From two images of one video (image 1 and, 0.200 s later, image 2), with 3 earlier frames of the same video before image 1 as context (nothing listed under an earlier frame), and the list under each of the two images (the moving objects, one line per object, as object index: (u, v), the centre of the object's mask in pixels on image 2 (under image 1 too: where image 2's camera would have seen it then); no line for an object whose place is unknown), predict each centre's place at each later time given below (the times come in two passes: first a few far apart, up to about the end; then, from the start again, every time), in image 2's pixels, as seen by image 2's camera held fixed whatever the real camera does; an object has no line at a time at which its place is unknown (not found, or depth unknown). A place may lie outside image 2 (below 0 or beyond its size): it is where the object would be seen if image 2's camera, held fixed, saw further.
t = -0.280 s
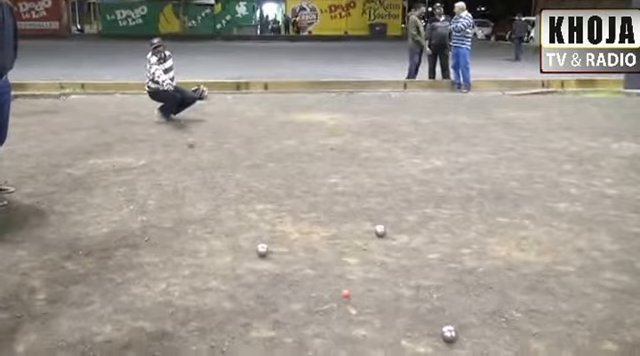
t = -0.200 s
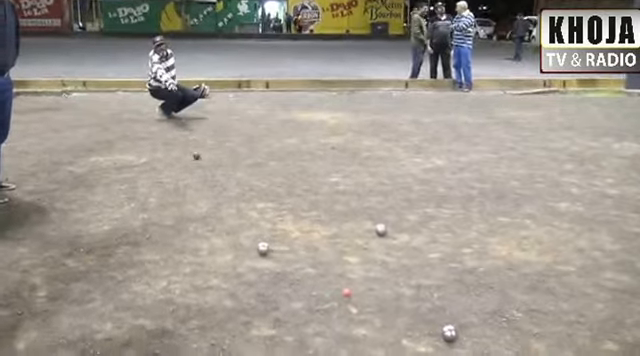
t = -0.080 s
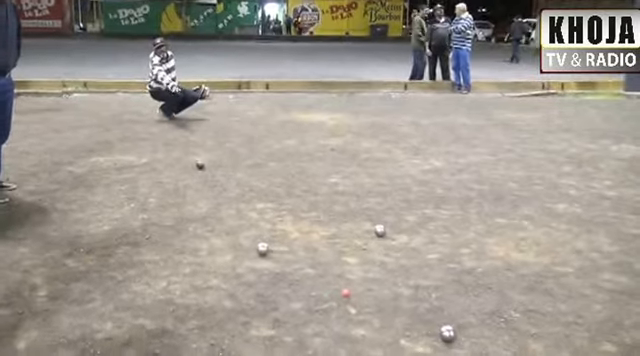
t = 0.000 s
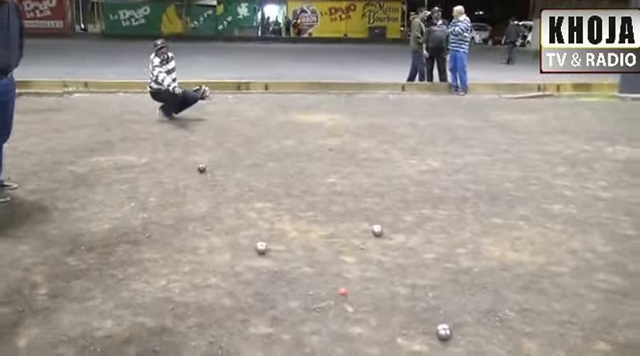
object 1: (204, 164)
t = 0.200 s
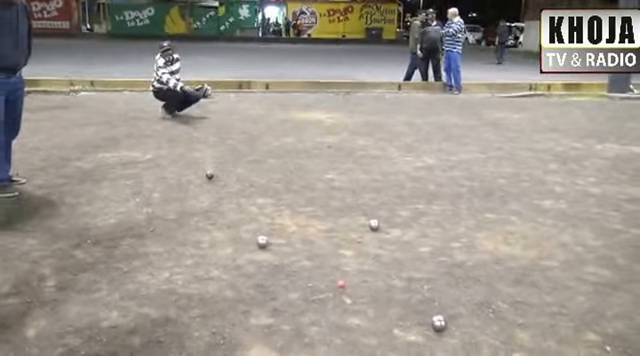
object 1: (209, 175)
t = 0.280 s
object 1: (211, 182)
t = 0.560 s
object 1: (216, 203)
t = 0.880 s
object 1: (224, 226)
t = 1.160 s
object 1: (233, 246)
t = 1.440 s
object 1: (243, 268)
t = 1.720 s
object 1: (253, 290)
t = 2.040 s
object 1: (260, 313)
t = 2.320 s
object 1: (266, 329)
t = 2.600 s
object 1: (272, 343)
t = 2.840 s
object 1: (272, 354)
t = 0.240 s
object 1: (210, 179)
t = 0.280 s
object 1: (211, 182)
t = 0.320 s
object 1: (212, 186)
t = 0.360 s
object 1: (213, 189)
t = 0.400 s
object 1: (213, 190)
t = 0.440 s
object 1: (214, 194)
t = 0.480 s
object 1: (214, 198)
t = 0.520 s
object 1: (215, 201)
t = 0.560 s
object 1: (216, 203)
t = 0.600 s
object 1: (216, 206)
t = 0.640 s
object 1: (218, 209)
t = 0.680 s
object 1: (219, 212)
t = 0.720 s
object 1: (220, 214)
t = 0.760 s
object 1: (221, 218)
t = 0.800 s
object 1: (222, 221)
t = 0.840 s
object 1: (223, 224)
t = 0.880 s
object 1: (224, 226)
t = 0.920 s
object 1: (226, 229)
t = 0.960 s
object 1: (227, 232)
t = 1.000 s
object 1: (228, 234)
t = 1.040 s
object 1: (230, 237)
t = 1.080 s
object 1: (231, 240)
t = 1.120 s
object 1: (232, 243)
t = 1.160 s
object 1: (233, 246)
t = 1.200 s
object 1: (235, 250)
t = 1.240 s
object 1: (235, 252)
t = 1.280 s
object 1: (237, 255)
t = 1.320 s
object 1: (238, 259)
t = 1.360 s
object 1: (240, 262)
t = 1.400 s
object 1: (241, 264)
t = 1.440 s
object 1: (243, 268)
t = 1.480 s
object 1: (245, 272)
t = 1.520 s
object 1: (247, 274)
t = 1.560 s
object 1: (248, 278)
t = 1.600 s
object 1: (250, 281)
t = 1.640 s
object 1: (251, 283)
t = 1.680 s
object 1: (252, 287)
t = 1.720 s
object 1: (253, 290)
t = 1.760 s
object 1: (254, 293)
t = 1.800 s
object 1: (255, 295)
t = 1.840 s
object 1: (256, 299)
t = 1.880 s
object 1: (257, 301)
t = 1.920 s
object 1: (257, 305)
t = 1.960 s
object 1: (258, 308)
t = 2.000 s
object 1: (259, 310)
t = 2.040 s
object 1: (260, 313)
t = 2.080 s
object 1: (261, 317)
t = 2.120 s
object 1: (262, 318)
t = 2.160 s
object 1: (262, 320)
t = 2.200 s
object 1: (263, 323)
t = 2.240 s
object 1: (264, 325)
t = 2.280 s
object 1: (265, 328)
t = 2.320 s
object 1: (266, 329)
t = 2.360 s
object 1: (267, 332)
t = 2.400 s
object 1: (268, 332)
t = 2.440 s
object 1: (270, 336)
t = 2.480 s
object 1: (270, 337)
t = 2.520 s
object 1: (271, 339)
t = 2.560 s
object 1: (272, 341)
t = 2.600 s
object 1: (272, 343)
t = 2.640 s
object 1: (272, 345)
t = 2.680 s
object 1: (273, 347)
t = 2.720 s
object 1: (272, 349)
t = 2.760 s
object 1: (272, 350)
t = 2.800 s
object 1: (272, 352)
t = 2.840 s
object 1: (272, 354)
